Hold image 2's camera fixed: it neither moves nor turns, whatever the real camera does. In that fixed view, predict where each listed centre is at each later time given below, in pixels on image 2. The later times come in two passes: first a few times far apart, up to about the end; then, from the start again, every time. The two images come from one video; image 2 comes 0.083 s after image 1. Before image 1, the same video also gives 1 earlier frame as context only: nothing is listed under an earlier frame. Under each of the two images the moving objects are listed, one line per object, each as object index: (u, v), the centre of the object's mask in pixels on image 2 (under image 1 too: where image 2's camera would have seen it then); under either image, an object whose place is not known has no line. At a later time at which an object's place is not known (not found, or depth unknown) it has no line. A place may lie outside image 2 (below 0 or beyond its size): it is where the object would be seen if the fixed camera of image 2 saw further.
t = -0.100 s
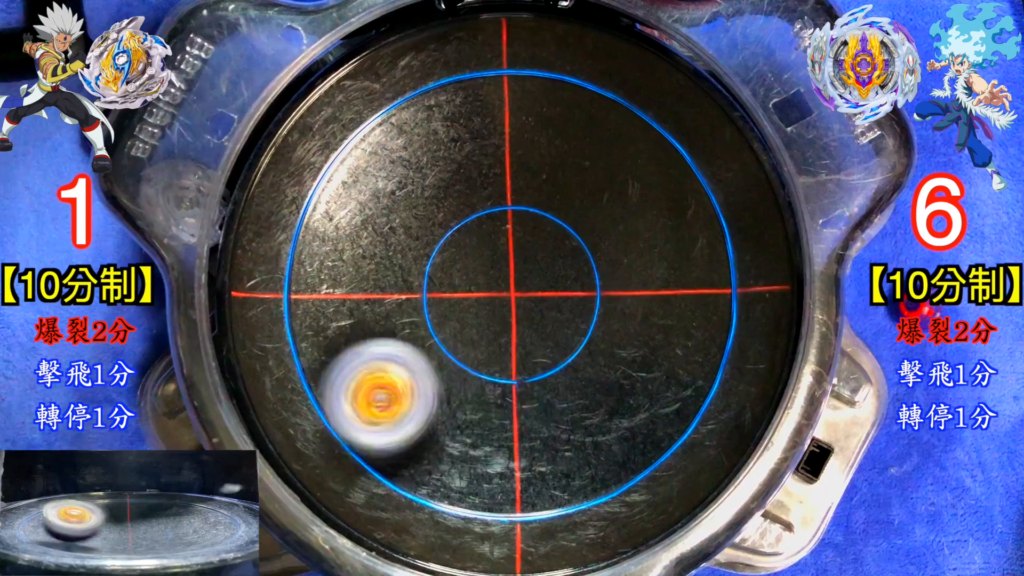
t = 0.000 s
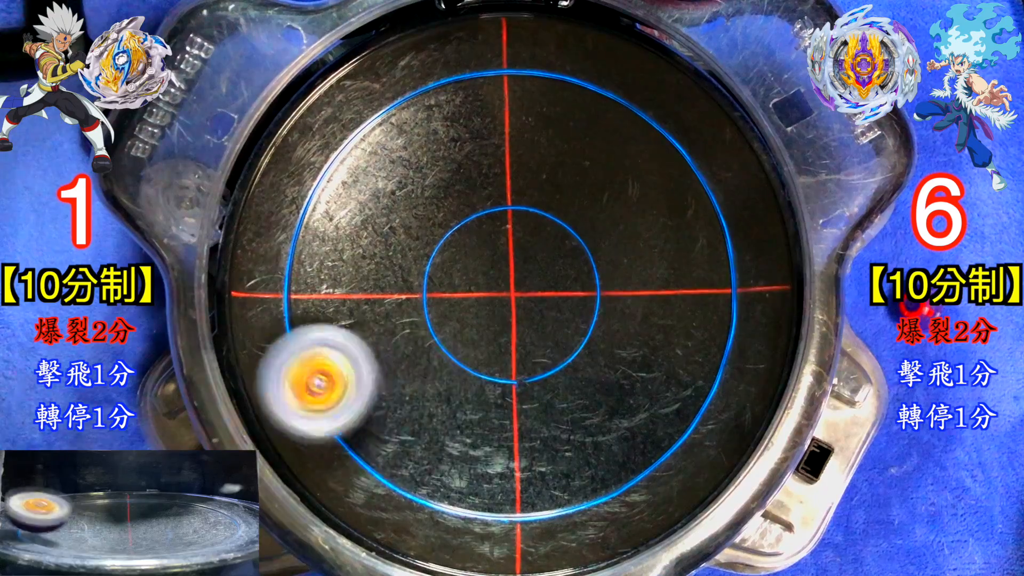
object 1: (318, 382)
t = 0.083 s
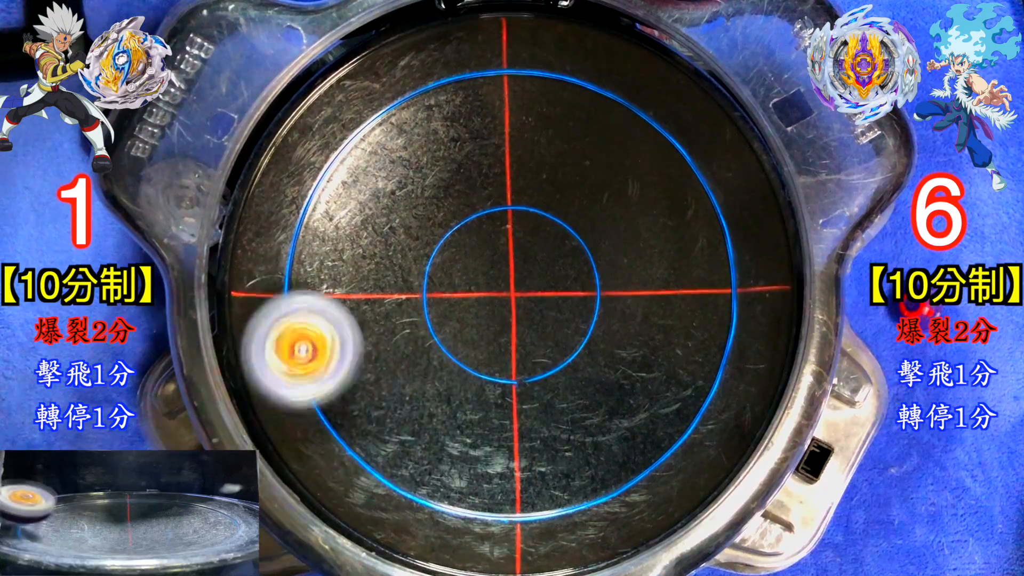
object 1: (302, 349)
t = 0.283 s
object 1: (366, 274)
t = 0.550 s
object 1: (496, 332)
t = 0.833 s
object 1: (502, 457)
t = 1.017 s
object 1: (447, 469)
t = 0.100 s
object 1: (304, 340)
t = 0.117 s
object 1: (307, 332)
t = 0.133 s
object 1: (311, 324)
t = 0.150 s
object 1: (315, 316)
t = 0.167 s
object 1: (319, 310)
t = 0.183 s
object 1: (325, 303)
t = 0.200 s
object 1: (331, 296)
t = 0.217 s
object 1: (338, 291)
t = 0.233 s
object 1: (345, 286)
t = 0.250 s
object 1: (351, 281)
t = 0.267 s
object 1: (358, 278)
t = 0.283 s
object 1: (366, 274)
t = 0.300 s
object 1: (374, 272)
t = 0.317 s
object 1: (382, 271)
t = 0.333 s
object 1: (391, 270)
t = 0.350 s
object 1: (399, 269)
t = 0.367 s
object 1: (408, 270)
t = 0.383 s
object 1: (417, 272)
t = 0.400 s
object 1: (426, 275)
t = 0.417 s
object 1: (435, 279)
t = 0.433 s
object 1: (443, 283)
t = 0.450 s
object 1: (452, 287)
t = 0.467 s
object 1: (459, 294)
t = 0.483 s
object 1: (468, 301)
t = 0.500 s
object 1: (475, 308)
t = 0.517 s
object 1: (483, 315)
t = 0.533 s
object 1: (490, 324)
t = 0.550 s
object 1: (496, 332)
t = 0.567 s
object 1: (500, 340)
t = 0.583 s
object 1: (504, 349)
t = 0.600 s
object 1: (509, 357)
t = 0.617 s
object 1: (513, 366)
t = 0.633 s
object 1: (515, 376)
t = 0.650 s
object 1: (517, 385)
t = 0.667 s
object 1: (519, 393)
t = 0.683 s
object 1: (520, 402)
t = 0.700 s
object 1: (520, 410)
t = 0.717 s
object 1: (519, 418)
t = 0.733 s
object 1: (518, 425)
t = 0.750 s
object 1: (517, 432)
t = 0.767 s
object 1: (514, 439)
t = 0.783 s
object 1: (512, 443)
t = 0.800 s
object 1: (510, 449)
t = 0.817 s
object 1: (507, 454)
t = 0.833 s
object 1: (502, 457)
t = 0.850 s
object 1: (498, 460)
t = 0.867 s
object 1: (495, 464)
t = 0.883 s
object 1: (489, 466)
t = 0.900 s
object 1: (483, 468)
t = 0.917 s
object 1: (478, 470)
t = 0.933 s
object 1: (472, 471)
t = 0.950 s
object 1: (467, 471)
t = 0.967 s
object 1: (461, 471)
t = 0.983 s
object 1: (457, 471)
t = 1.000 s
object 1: (451, 470)
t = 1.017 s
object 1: (447, 469)
